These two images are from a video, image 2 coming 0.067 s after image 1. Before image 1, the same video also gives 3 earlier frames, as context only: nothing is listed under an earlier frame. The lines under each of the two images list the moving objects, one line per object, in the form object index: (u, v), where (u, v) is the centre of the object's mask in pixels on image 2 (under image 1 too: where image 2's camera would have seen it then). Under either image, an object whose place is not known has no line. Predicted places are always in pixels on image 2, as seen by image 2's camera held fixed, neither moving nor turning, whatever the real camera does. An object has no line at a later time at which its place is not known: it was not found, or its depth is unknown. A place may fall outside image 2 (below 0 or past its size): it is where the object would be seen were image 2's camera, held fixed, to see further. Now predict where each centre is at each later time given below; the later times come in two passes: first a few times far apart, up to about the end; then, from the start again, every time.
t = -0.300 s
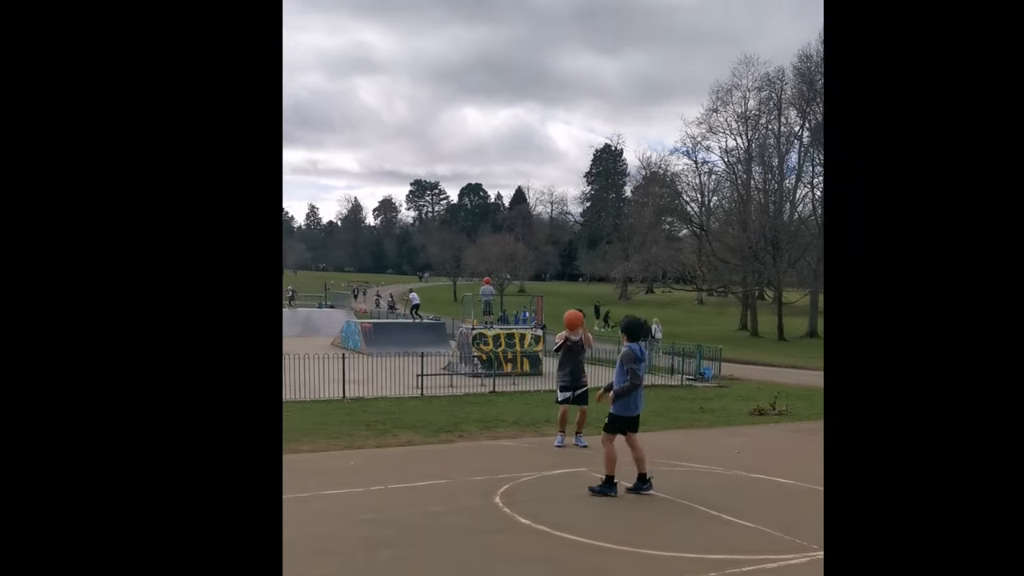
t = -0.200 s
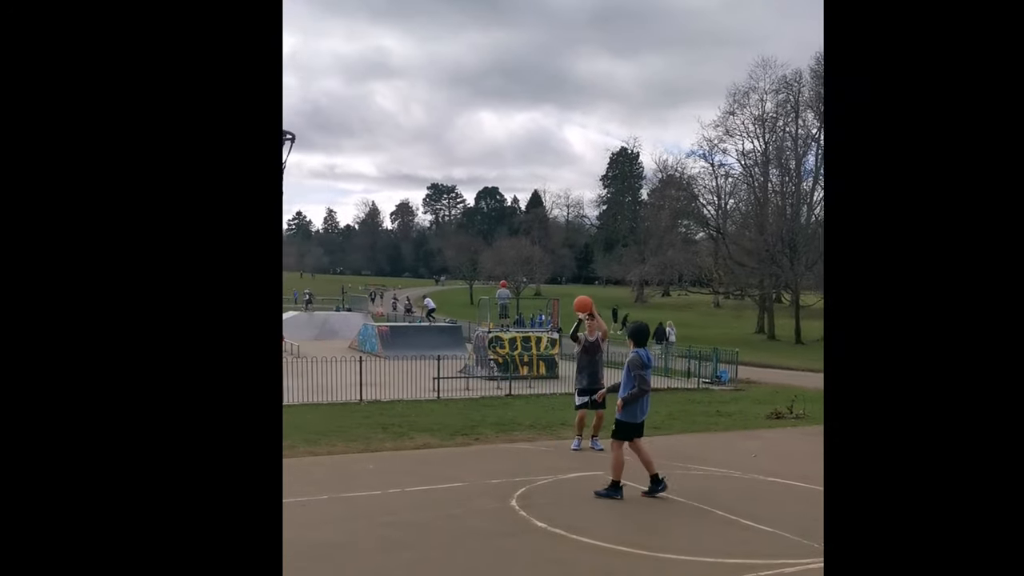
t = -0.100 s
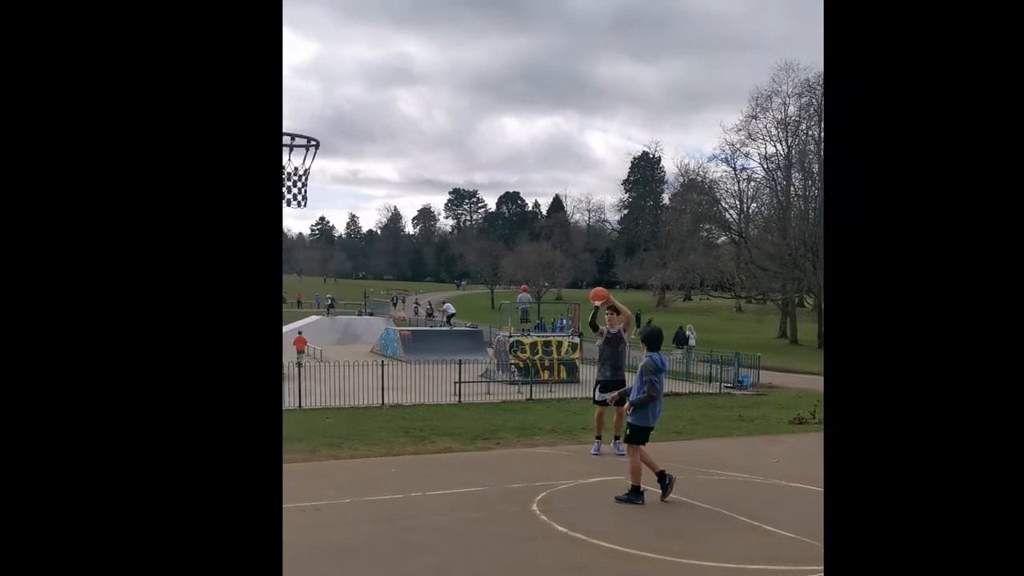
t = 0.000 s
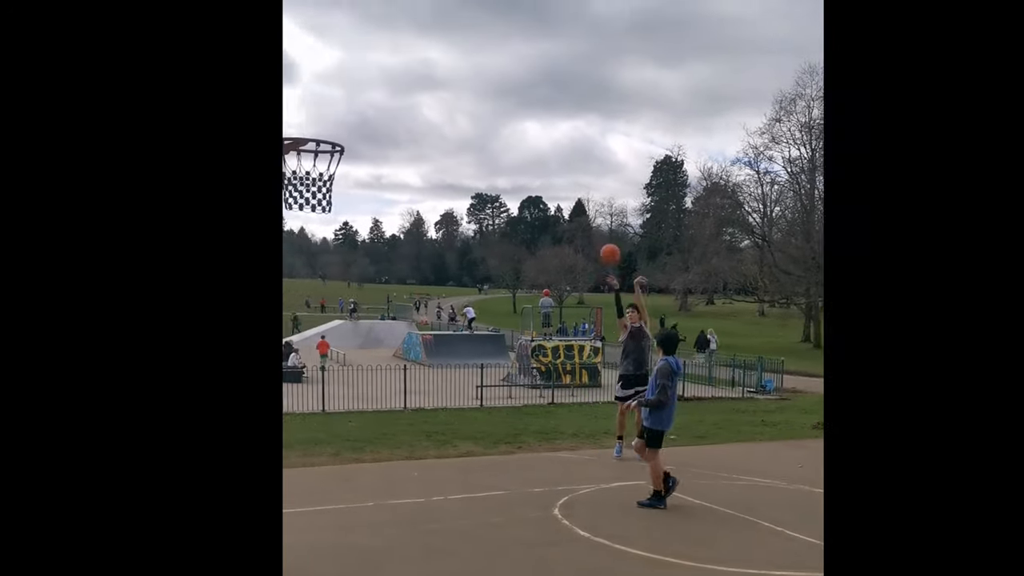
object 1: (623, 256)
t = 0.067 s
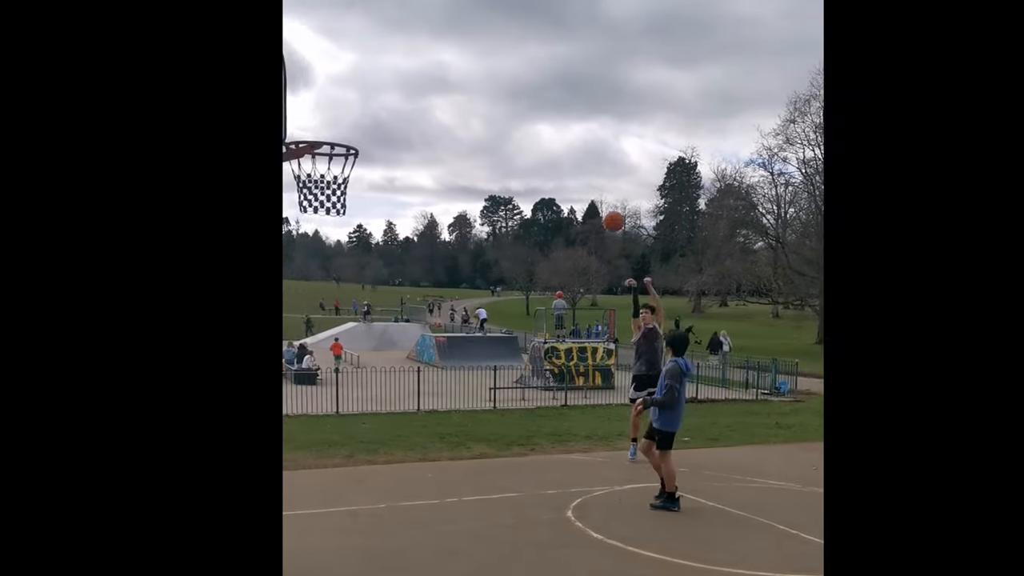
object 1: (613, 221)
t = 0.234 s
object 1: (588, 144)
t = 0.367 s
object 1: (565, 92)
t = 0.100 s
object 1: (609, 204)
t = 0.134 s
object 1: (604, 188)
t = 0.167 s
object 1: (599, 173)
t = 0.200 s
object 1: (594, 158)
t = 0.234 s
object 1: (588, 144)
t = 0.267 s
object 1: (583, 130)
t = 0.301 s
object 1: (577, 116)
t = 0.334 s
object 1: (572, 104)
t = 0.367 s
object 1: (565, 92)
